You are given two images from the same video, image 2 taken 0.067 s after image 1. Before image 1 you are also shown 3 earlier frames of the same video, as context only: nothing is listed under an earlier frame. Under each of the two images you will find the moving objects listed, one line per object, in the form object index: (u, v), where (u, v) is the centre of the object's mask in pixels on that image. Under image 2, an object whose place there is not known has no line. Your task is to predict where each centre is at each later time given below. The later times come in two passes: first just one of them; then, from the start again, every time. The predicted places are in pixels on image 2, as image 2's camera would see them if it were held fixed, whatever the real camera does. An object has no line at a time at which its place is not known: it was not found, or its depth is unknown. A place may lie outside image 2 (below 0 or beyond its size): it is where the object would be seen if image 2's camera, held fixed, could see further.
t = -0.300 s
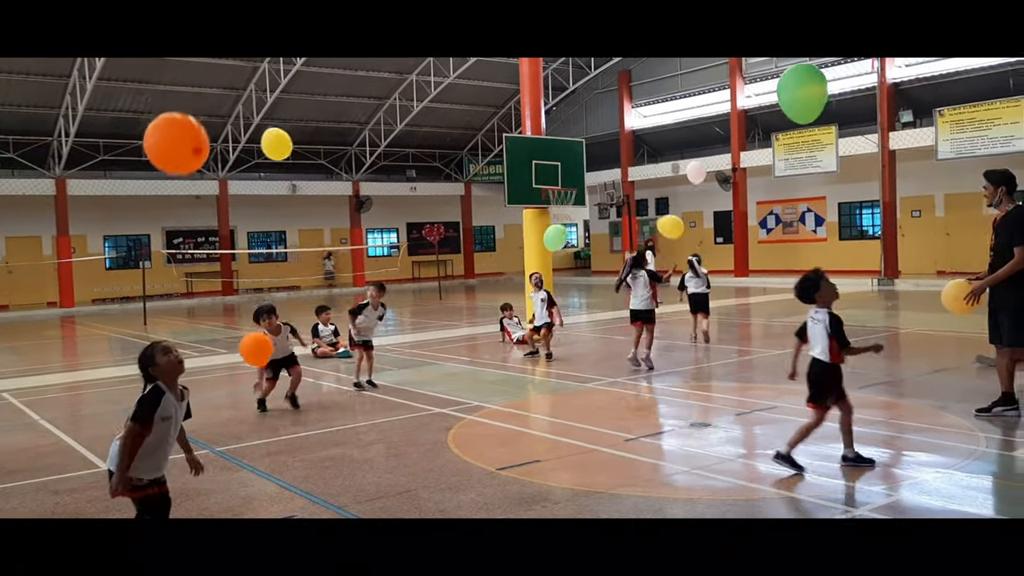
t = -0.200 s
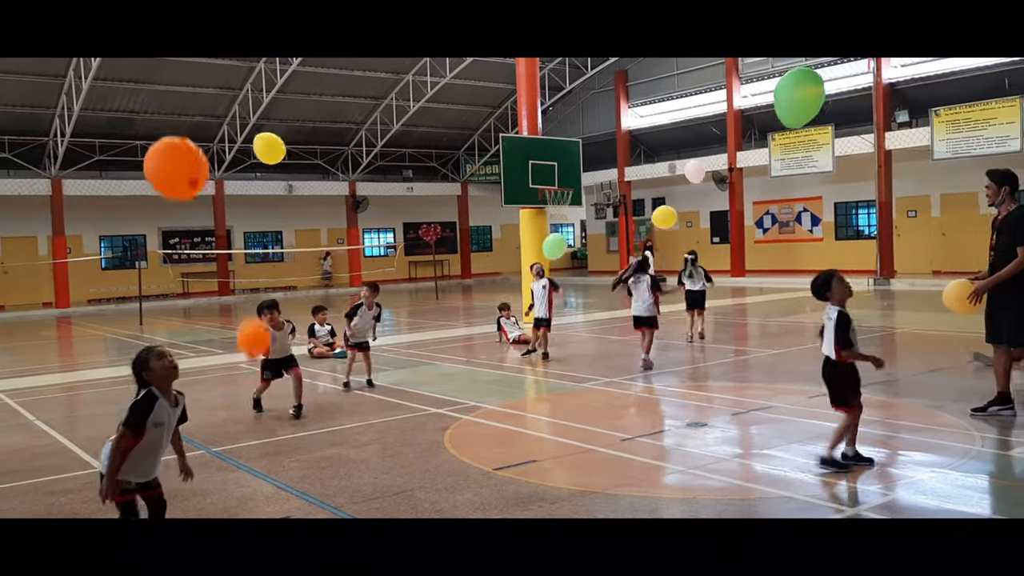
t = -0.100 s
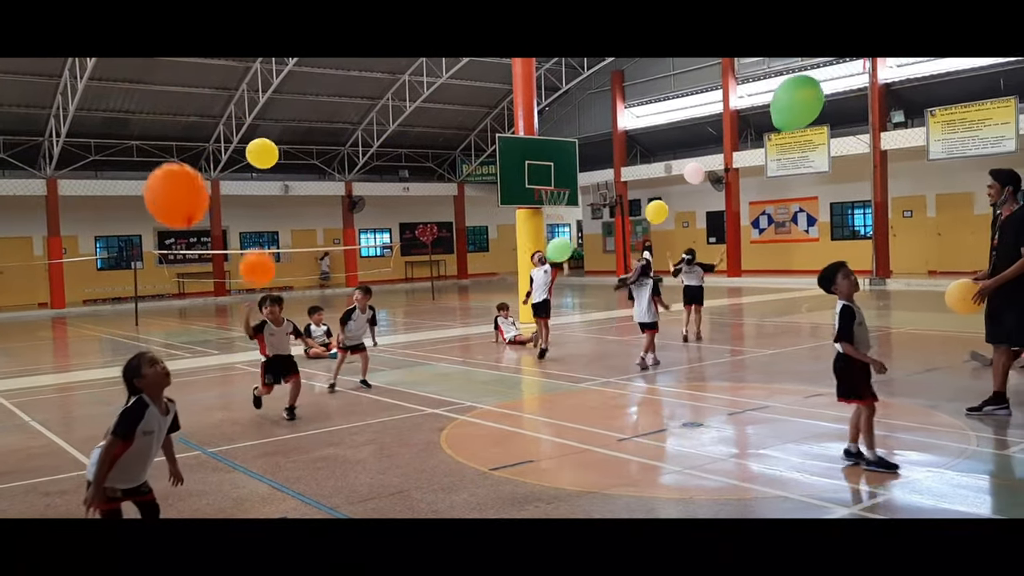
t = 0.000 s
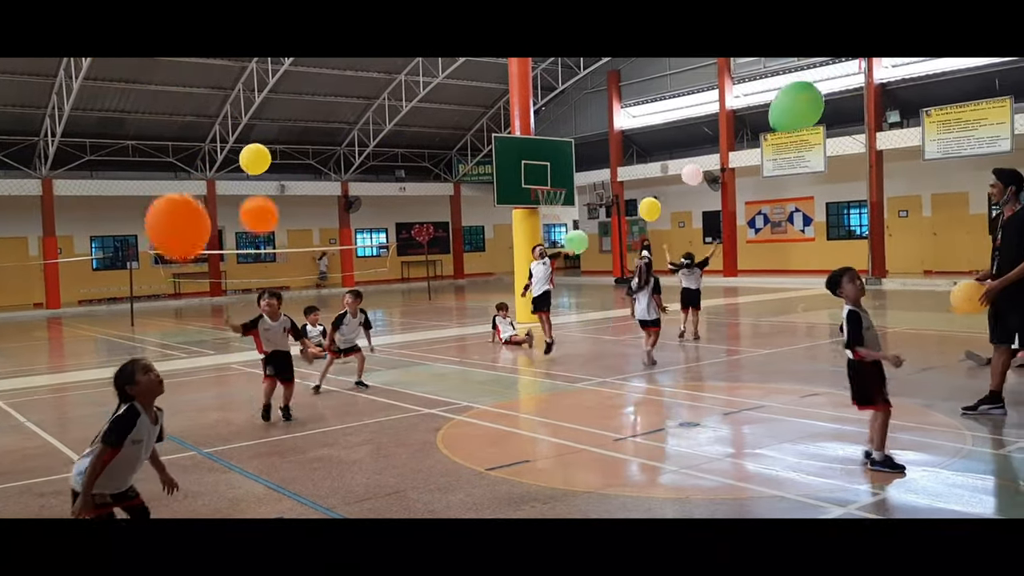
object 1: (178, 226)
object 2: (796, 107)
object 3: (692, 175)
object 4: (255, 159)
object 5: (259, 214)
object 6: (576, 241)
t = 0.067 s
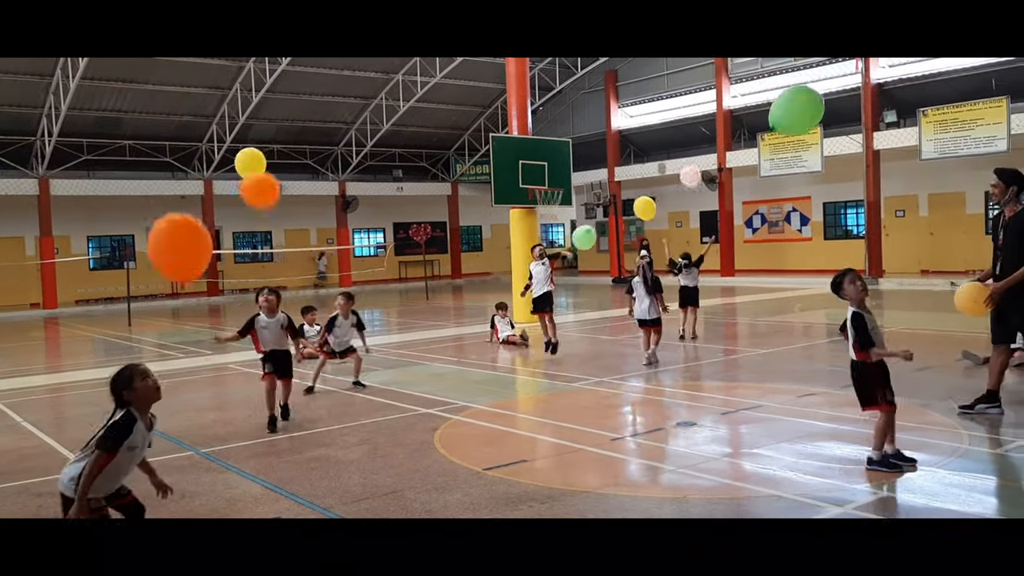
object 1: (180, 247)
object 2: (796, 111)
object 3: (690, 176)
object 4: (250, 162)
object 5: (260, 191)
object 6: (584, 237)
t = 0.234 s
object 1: (192, 303)
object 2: (806, 117)
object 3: (692, 183)
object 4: (247, 179)
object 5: (267, 146)
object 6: (608, 229)
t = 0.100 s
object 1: (182, 259)
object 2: (798, 112)
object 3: (691, 178)
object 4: (246, 161)
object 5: (263, 181)
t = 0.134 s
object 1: (184, 270)
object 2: (800, 114)
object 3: (691, 179)
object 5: (264, 169)
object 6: (594, 233)
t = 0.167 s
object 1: (187, 281)
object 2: (802, 115)
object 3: (692, 180)
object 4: (245, 176)
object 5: (266, 160)
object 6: (599, 232)
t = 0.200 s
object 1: (189, 292)
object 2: (804, 116)
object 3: (692, 182)
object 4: (247, 176)
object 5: (266, 152)
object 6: (604, 230)
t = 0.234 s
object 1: (192, 303)
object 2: (806, 117)
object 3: (692, 183)
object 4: (247, 179)
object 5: (267, 146)
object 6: (608, 229)
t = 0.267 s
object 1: (195, 315)
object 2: (808, 118)
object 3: (693, 185)
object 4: (247, 182)
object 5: (268, 140)
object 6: (613, 228)
